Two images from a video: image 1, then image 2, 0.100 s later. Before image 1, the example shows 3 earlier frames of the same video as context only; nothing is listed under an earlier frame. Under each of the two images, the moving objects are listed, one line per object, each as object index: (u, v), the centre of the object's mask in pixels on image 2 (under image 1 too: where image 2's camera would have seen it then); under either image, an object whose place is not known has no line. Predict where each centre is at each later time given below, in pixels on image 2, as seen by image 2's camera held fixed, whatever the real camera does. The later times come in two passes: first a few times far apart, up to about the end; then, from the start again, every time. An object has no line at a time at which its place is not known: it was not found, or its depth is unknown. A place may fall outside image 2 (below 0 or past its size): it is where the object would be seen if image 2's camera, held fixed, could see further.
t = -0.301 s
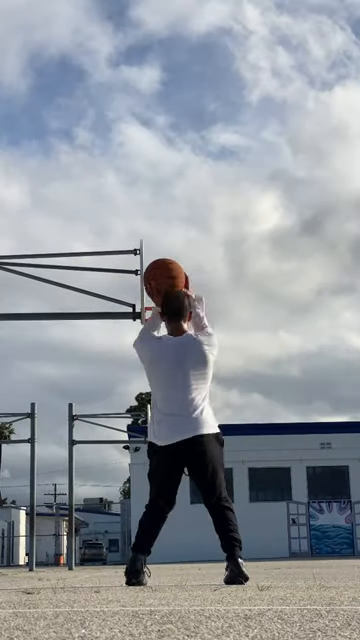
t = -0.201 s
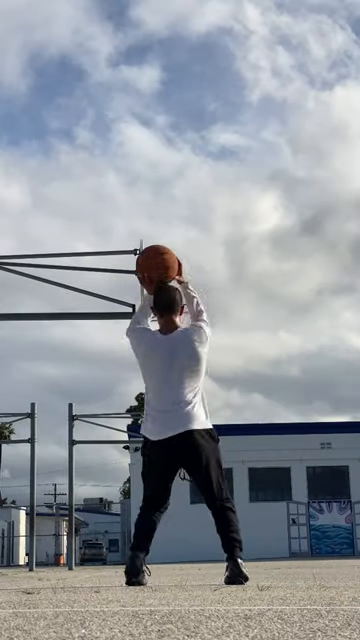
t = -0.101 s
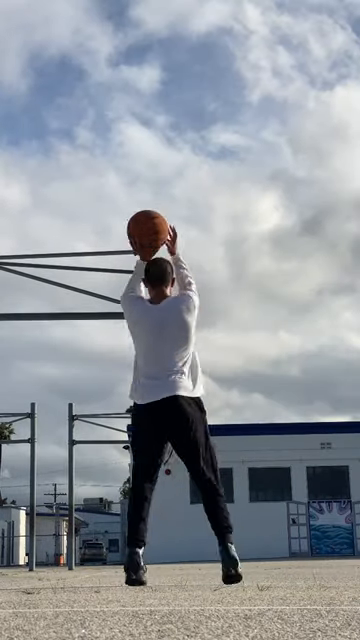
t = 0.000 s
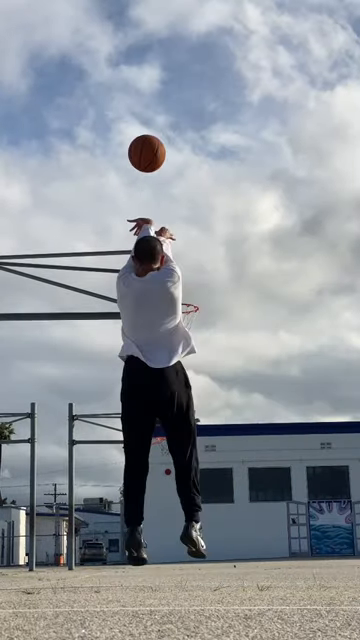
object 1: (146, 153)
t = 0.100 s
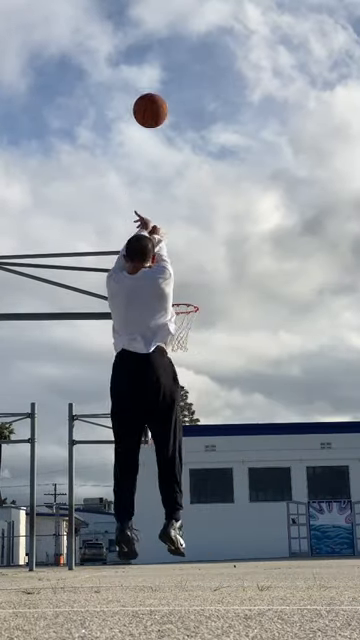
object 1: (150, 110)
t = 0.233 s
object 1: (154, 82)
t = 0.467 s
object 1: (161, 88)
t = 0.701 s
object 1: (166, 140)
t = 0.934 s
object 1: (173, 226)
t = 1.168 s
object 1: (180, 331)
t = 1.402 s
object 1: (190, 390)
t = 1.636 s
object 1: (202, 498)
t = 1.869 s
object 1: (207, 513)
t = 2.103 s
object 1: (208, 447)
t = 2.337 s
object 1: (211, 429)
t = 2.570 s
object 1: (216, 463)
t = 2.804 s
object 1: (223, 558)
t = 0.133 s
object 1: (151, 101)
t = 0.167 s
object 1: (152, 93)
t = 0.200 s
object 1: (153, 87)
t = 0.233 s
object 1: (154, 82)
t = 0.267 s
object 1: (155, 79)
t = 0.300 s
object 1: (156, 78)
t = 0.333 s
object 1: (157, 78)
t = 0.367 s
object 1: (158, 79)
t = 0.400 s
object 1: (159, 81)
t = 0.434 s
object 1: (160, 84)
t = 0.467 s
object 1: (161, 88)
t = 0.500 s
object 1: (161, 93)
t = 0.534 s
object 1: (162, 99)
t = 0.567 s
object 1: (163, 105)
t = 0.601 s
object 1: (164, 113)
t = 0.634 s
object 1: (165, 121)
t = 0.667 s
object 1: (166, 130)
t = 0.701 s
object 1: (166, 140)
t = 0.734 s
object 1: (167, 151)
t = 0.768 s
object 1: (168, 162)
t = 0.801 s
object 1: (169, 173)
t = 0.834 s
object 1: (170, 186)
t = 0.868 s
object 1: (171, 199)
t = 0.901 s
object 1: (172, 212)
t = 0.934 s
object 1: (173, 226)
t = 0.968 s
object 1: (174, 241)
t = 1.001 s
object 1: (175, 256)
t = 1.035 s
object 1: (176, 272)
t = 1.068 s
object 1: (177, 288)
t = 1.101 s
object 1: (178, 304)
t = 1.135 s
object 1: (178, 319)
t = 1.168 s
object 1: (180, 331)
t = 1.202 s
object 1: (181, 337)
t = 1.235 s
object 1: (183, 343)
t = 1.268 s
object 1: (184, 351)
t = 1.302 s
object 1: (185, 359)
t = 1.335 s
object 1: (187, 368)
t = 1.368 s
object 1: (188, 378)
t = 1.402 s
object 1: (190, 390)
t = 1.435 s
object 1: (192, 402)
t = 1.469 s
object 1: (193, 415)
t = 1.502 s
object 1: (195, 430)
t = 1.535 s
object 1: (196, 445)
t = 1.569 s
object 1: (198, 461)
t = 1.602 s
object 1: (200, 479)
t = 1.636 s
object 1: (202, 498)
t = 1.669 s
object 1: (203, 518)
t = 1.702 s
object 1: (205, 539)
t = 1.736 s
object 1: (207, 561)
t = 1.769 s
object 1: (208, 555)
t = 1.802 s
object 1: (207, 540)
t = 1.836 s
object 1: (207, 526)
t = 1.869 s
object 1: (207, 513)
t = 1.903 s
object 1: (207, 500)
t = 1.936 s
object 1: (207, 490)
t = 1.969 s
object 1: (207, 479)
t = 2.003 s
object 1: (208, 469)
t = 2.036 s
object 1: (208, 460)
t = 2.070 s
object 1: (208, 453)
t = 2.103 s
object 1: (208, 447)
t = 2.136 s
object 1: (209, 441)
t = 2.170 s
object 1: (209, 436)
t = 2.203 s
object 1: (209, 433)
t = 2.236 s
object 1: (209, 430)
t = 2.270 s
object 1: (210, 429)
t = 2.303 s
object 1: (211, 428)
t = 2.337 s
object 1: (211, 429)
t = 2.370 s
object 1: (212, 430)
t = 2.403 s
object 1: (212, 433)
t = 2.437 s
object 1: (213, 436)
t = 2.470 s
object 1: (213, 441)
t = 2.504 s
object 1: (214, 447)
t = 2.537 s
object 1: (215, 454)
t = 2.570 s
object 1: (216, 463)
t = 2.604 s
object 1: (217, 473)
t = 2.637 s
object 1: (217, 483)
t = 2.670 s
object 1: (218, 495)
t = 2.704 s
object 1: (220, 509)
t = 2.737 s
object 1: (221, 524)
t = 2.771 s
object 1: (222, 541)
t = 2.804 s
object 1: (223, 558)
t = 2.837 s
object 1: (224, 558)
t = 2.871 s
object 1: (224, 545)
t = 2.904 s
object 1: (225, 533)
